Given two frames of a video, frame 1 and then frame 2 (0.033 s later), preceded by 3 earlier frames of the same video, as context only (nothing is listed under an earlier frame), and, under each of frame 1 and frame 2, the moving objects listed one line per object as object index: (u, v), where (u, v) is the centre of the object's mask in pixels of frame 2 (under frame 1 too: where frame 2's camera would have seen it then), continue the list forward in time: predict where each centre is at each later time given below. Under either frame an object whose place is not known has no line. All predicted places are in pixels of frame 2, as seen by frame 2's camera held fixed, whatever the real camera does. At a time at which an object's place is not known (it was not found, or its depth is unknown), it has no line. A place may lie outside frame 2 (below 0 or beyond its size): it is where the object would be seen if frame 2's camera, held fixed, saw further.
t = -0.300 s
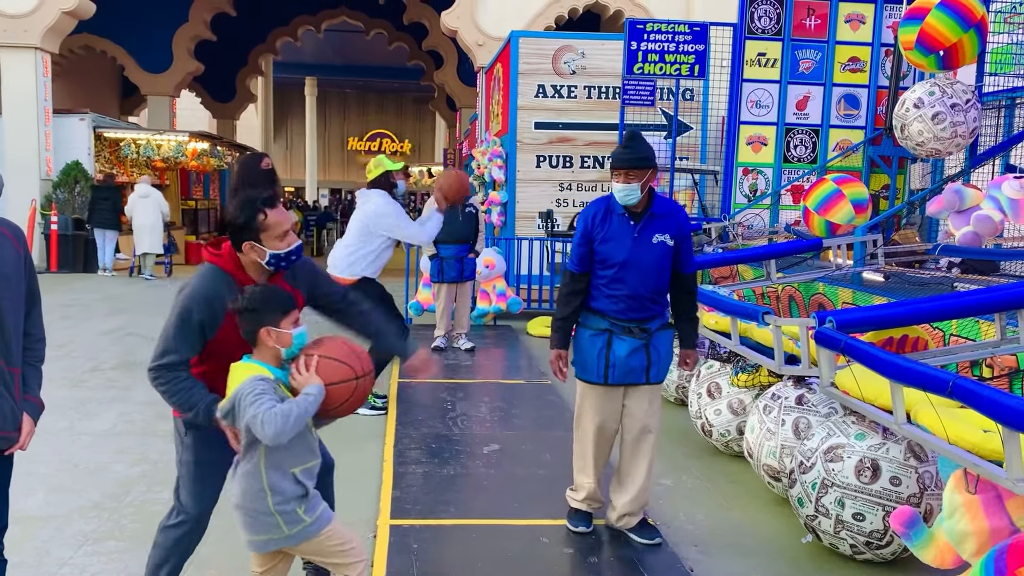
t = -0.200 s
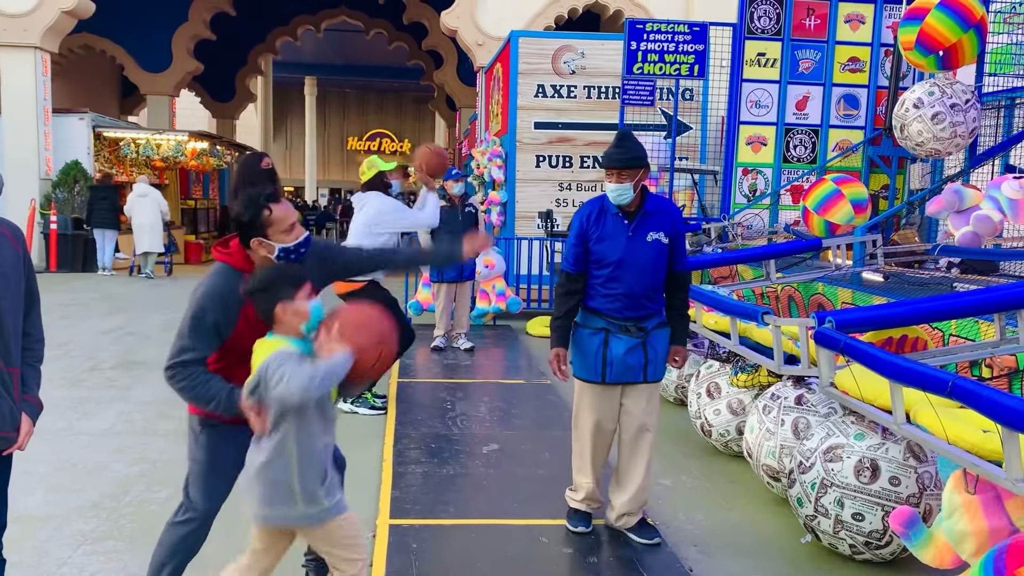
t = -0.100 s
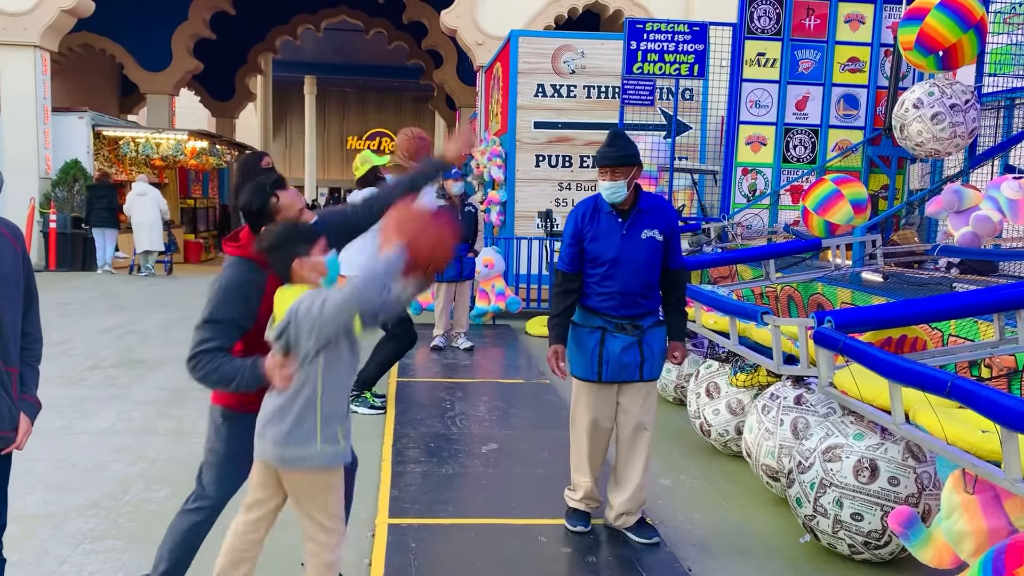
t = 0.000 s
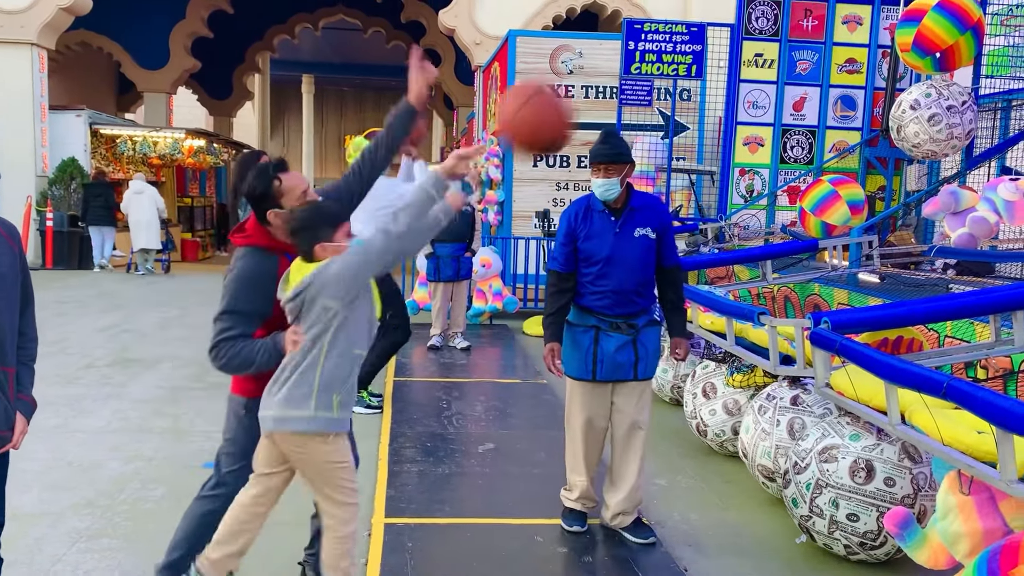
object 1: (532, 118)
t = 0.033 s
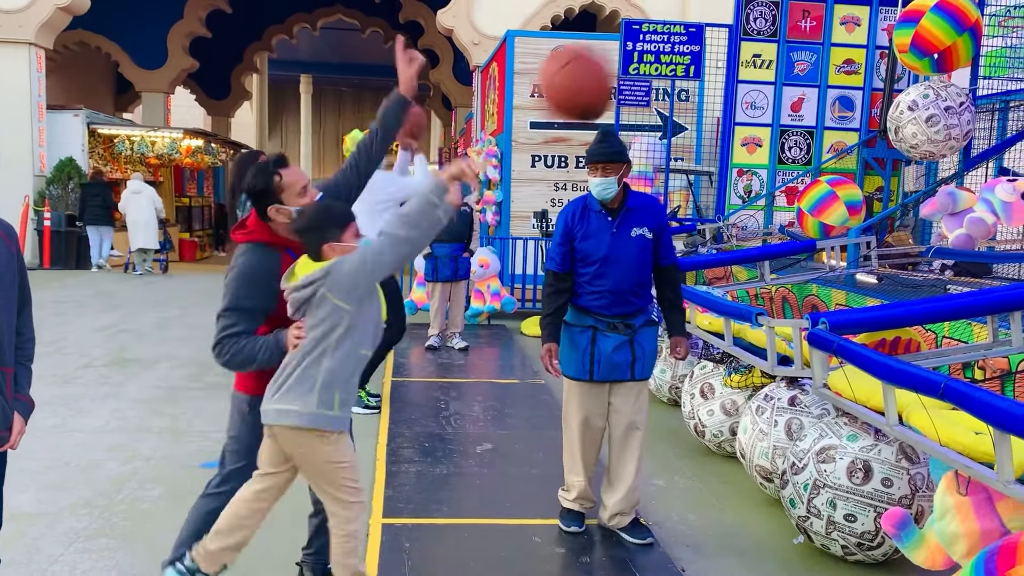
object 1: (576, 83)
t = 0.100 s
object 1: (659, 29)
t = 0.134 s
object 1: (704, 17)
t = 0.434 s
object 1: (1044, -25)
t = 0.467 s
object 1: (1085, -27)
